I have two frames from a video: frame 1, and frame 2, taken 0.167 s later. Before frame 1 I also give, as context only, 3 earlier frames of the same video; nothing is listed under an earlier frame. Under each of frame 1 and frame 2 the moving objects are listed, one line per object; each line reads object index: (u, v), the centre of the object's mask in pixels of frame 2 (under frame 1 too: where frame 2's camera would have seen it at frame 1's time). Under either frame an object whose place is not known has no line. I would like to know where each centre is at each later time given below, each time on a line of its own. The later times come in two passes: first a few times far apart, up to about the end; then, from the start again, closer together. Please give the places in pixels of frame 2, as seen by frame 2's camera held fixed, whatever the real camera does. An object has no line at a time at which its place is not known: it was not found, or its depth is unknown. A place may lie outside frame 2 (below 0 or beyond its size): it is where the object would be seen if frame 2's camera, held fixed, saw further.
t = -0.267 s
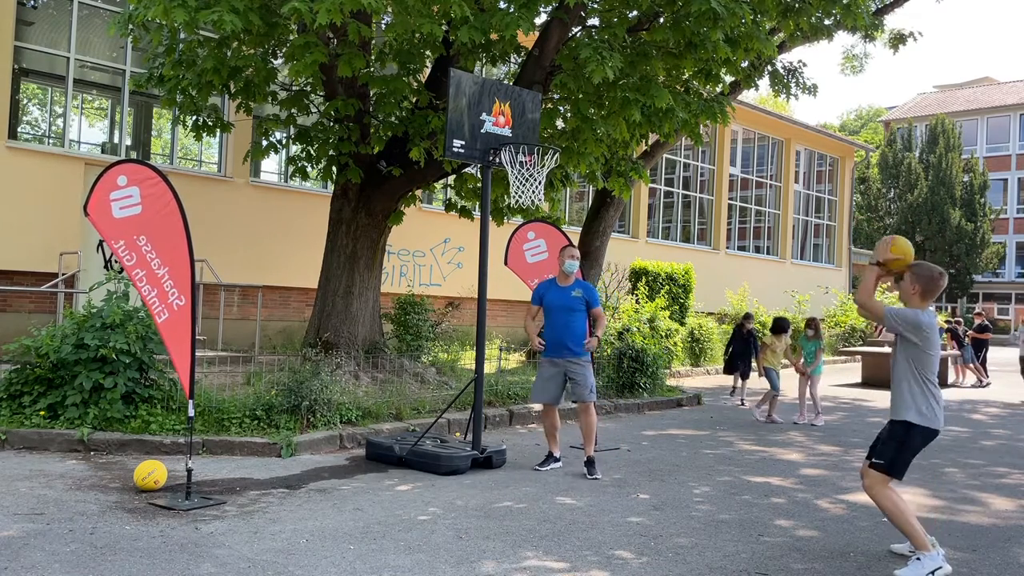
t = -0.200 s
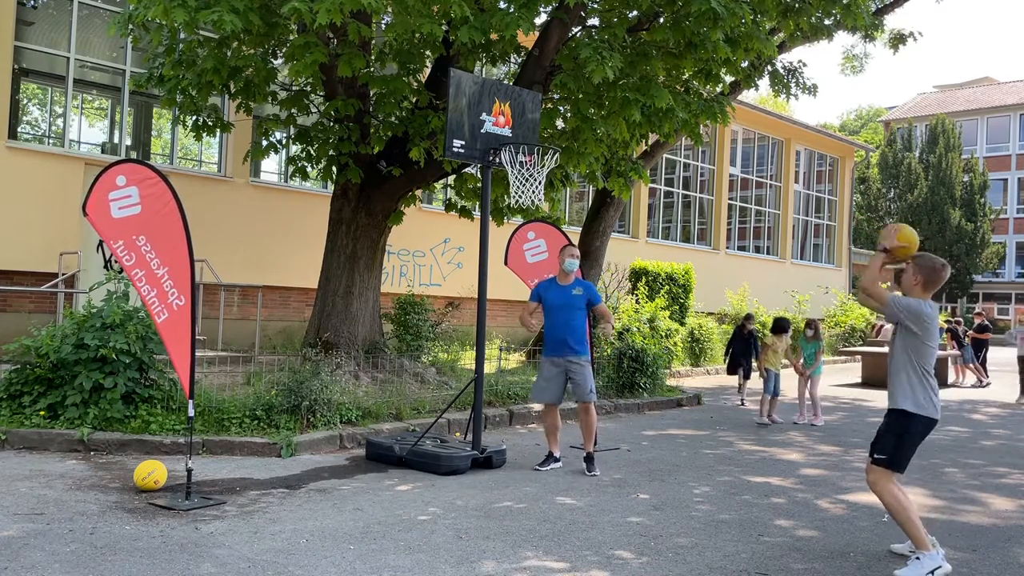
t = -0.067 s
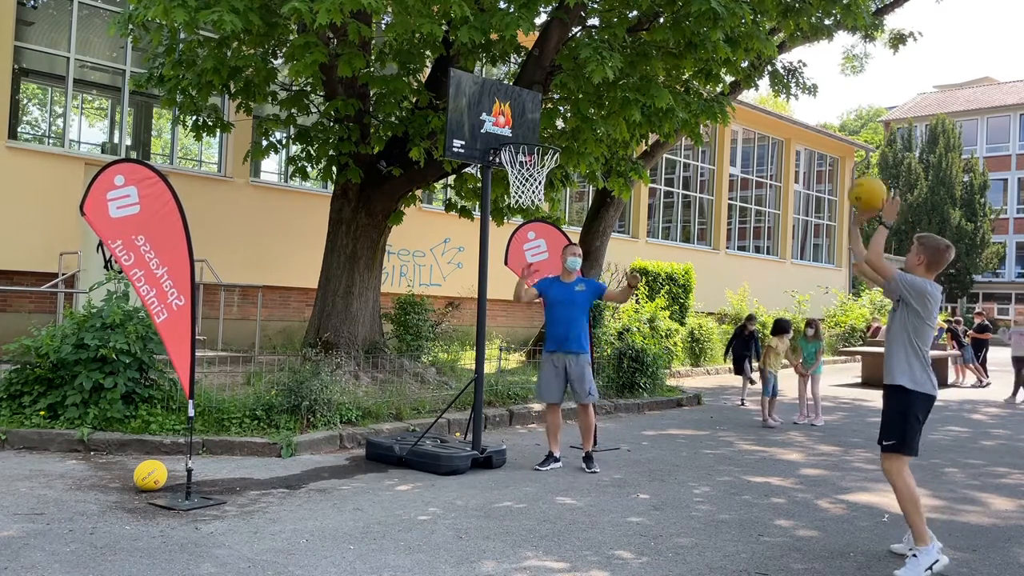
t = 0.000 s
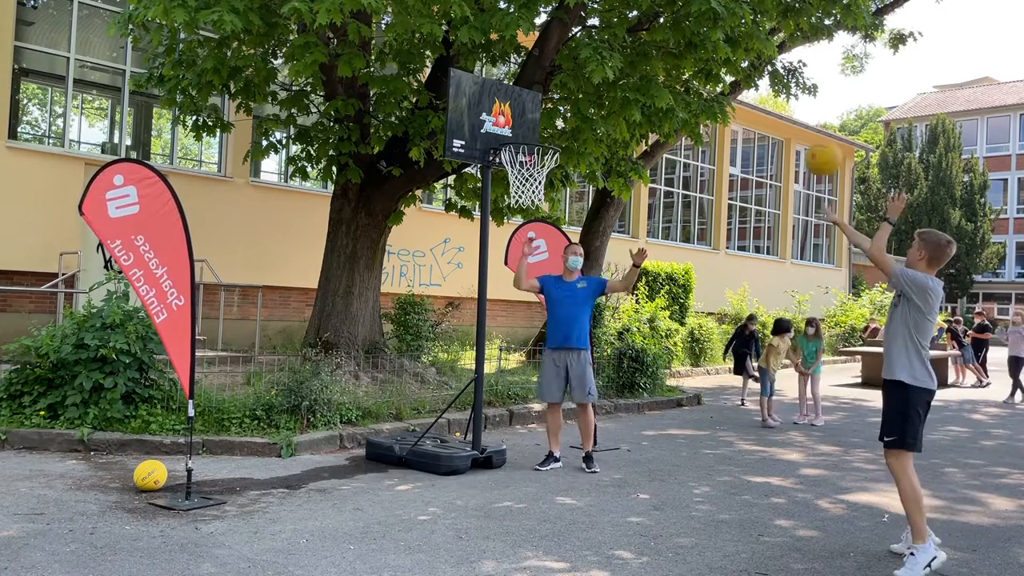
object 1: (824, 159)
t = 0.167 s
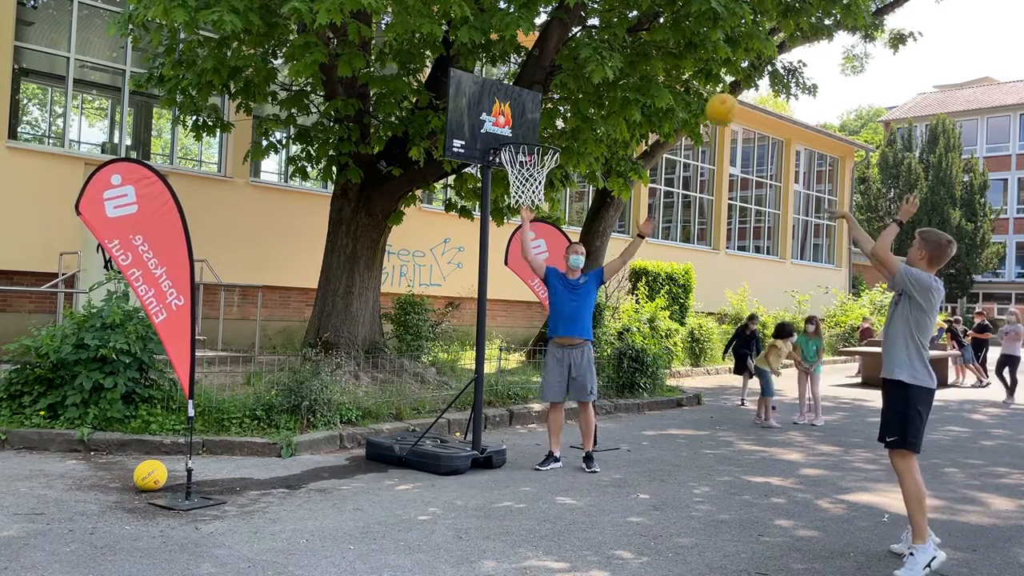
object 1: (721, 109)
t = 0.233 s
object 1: (685, 103)
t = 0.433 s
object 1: (588, 121)
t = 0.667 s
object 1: (600, 140)
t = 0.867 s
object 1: (670, 189)
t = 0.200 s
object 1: (703, 105)
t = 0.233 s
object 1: (685, 103)
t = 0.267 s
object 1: (668, 102)
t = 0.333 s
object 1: (634, 106)
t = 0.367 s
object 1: (619, 110)
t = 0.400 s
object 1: (603, 114)
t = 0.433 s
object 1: (588, 121)
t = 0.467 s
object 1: (574, 129)
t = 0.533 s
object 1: (559, 141)
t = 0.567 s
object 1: (569, 139)
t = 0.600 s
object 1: (579, 138)
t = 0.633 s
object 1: (589, 138)
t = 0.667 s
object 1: (600, 140)
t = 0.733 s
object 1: (622, 149)
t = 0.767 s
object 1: (634, 157)
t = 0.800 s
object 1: (646, 166)
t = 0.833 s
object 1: (658, 176)
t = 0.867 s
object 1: (670, 189)
